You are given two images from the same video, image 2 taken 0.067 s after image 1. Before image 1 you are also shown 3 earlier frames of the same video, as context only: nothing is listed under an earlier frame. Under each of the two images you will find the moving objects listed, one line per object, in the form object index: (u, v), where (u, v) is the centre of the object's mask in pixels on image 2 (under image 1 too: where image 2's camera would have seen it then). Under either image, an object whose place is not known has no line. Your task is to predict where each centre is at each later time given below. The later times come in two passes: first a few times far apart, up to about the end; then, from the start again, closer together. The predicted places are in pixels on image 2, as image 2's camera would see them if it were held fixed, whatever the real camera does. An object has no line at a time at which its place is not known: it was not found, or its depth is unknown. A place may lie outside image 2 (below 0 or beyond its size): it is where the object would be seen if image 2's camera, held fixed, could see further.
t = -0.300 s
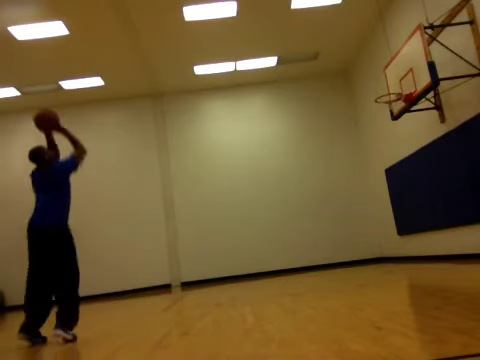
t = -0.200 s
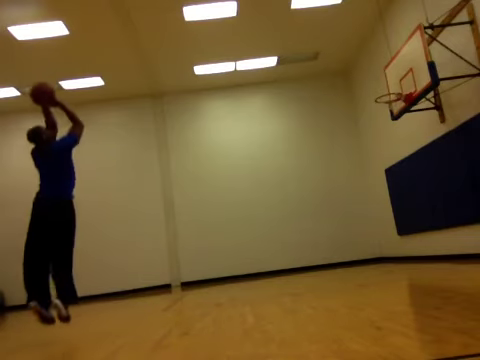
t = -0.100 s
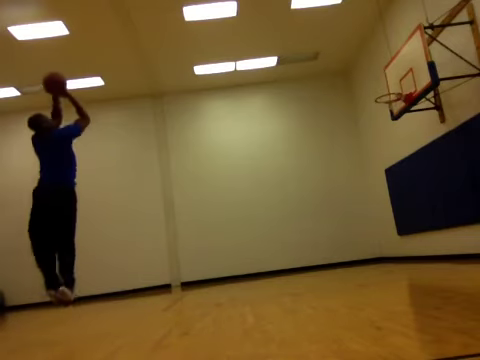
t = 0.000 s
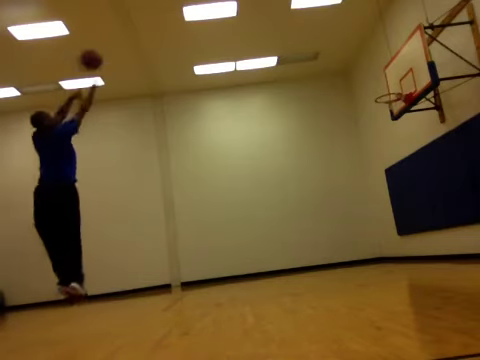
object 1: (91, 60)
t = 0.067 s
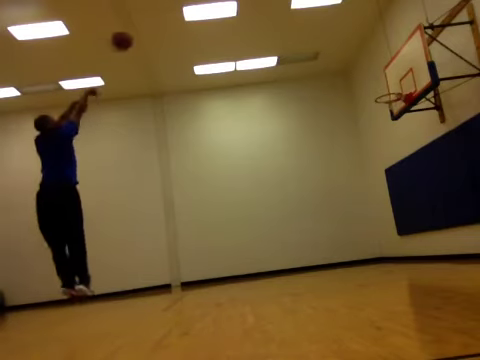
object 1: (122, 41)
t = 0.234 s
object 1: (186, 12)
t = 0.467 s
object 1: (263, 9)
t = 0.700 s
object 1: (325, 35)
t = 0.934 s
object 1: (381, 83)
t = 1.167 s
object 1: (379, 56)
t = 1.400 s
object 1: (366, 26)
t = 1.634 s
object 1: (356, 22)
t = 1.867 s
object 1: (352, 55)
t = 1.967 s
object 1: (352, 85)
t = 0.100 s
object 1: (135, 33)
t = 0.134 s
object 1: (149, 26)
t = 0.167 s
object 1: (162, 21)
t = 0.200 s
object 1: (175, 16)
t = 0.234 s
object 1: (186, 12)
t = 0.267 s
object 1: (199, 9)
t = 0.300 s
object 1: (211, 7)
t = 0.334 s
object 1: (222, 6)
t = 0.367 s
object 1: (234, 6)
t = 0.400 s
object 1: (243, 7)
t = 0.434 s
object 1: (253, 7)
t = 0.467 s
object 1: (263, 9)
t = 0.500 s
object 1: (272, 11)
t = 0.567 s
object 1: (290, 17)
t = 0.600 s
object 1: (299, 21)
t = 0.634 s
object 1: (308, 25)
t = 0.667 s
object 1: (317, 30)
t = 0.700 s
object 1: (325, 35)
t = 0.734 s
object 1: (334, 41)
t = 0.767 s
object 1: (342, 47)
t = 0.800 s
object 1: (350, 53)
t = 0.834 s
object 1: (358, 60)
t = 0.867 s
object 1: (366, 67)
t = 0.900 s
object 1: (373, 75)
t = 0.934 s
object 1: (381, 83)
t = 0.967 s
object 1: (389, 91)
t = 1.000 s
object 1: (390, 91)
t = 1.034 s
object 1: (388, 84)
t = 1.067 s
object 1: (386, 76)
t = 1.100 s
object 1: (384, 69)
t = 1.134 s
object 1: (382, 63)
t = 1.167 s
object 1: (379, 56)
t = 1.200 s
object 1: (377, 50)
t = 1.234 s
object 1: (375, 45)
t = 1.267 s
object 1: (373, 41)
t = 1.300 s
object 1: (372, 36)
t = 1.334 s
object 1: (369, 32)
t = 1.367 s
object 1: (368, 29)
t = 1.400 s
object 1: (366, 26)
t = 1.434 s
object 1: (365, 23)
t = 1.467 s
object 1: (363, 21)
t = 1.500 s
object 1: (362, 20)
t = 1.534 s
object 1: (360, 20)
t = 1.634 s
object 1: (356, 22)
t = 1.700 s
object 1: (355, 27)
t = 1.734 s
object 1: (354, 30)
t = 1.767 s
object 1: (353, 36)
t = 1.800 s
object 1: (353, 41)
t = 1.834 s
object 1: (352, 47)
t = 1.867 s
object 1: (352, 55)
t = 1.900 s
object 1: (352, 64)
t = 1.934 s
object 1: (352, 74)
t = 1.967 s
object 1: (352, 85)
